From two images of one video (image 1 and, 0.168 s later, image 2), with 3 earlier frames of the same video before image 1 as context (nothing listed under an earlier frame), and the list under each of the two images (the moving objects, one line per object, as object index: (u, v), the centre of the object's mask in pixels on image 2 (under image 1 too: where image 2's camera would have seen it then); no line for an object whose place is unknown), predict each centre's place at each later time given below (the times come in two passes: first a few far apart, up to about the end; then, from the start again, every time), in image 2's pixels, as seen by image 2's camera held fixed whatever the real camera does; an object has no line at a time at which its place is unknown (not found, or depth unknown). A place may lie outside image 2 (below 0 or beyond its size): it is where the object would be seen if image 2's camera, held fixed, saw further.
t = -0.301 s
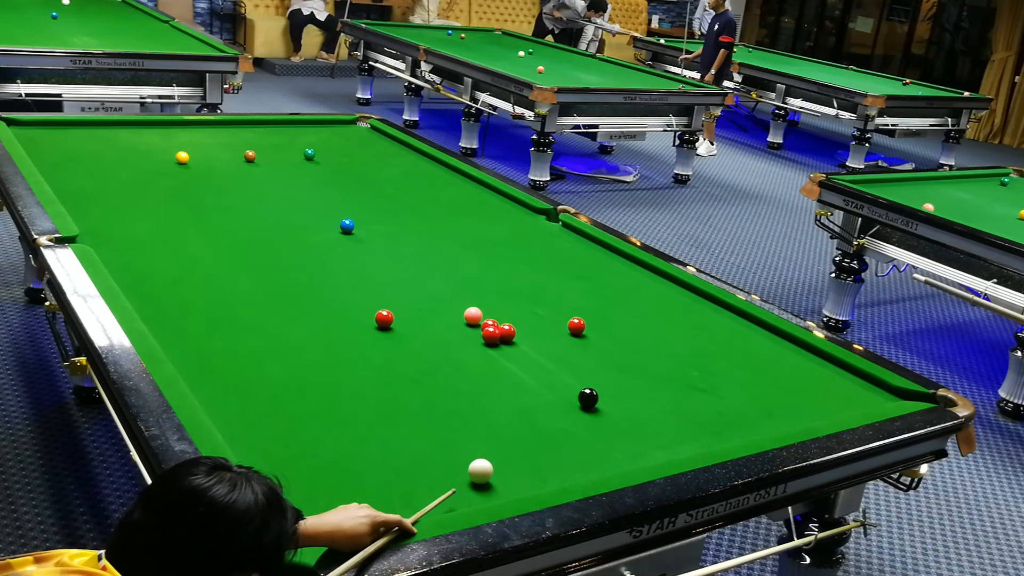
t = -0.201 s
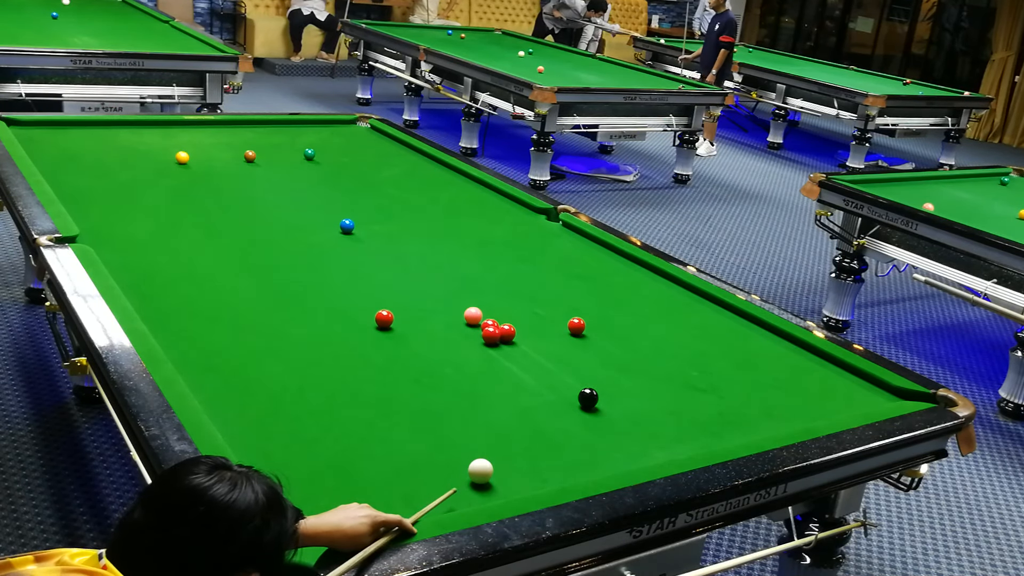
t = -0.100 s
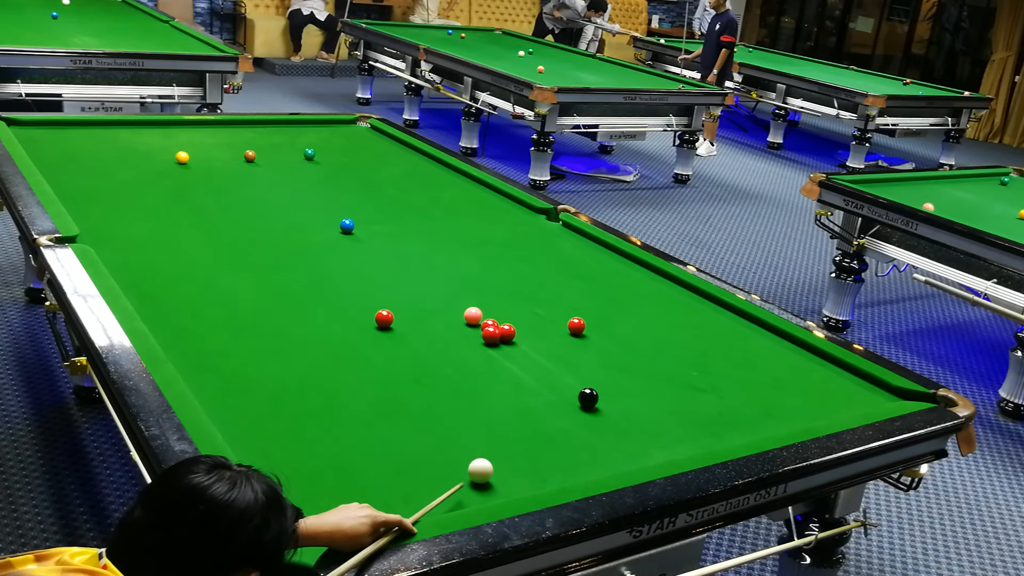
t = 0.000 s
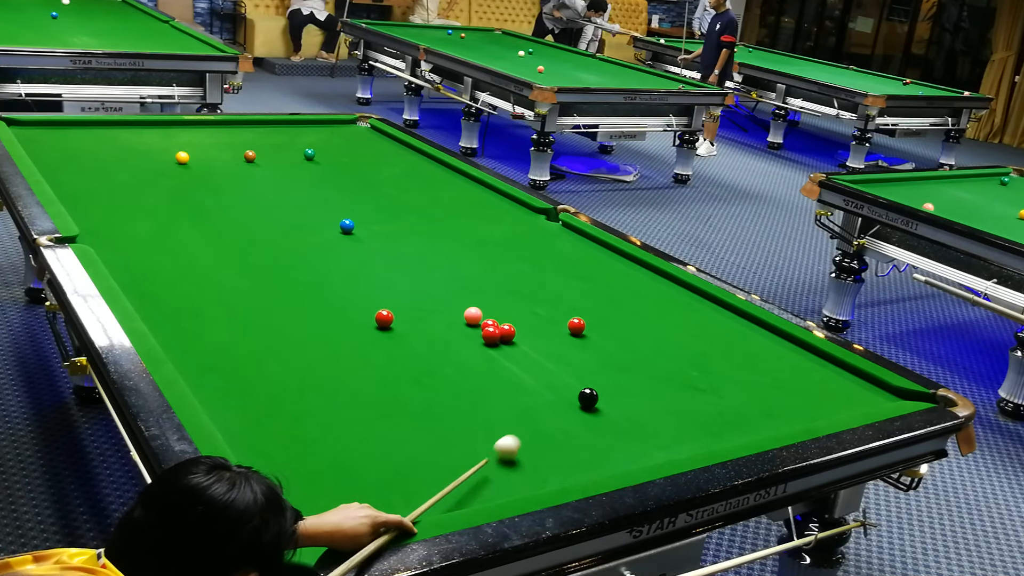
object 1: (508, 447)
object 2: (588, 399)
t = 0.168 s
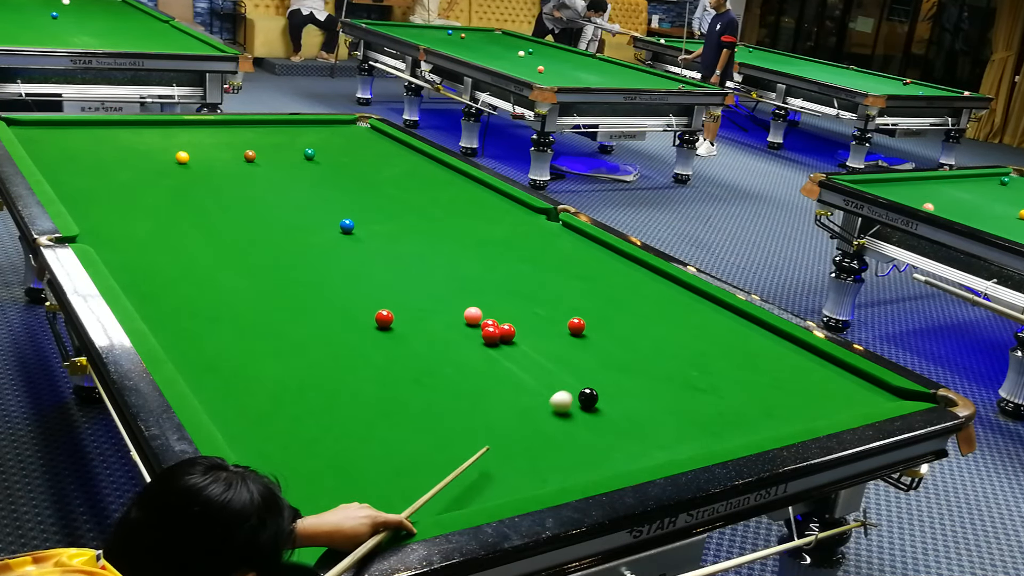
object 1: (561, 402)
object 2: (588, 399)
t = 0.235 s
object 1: (564, 389)
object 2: (599, 399)
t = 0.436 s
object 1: (559, 352)
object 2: (640, 399)
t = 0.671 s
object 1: (555, 317)
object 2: (683, 399)
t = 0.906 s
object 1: (552, 289)
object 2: (723, 399)
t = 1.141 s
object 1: (551, 265)
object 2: (759, 399)
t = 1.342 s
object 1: (549, 247)
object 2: (787, 398)
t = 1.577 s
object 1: (548, 229)
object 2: (818, 398)
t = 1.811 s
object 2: (845, 398)
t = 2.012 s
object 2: (867, 398)
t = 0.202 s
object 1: (567, 395)
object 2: (590, 399)
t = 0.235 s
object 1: (564, 389)
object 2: (599, 399)
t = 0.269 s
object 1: (563, 382)
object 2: (607, 399)
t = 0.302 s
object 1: (562, 376)
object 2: (614, 399)
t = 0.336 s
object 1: (561, 369)
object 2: (621, 399)
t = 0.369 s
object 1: (560, 364)
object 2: (627, 399)
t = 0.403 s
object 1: (560, 358)
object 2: (634, 399)
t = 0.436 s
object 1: (559, 352)
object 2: (640, 399)
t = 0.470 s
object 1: (558, 347)
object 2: (646, 399)
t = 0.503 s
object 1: (558, 342)
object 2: (652, 399)
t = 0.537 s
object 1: (557, 337)
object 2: (659, 399)
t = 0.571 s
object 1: (556, 332)
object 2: (665, 399)
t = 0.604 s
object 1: (556, 327)
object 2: (671, 399)
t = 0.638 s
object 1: (556, 322)
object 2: (677, 399)
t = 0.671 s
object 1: (555, 317)
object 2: (683, 399)
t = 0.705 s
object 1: (555, 313)
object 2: (689, 399)
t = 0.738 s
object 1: (555, 309)
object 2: (695, 399)
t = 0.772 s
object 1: (554, 305)
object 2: (700, 399)
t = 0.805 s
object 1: (554, 301)
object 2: (706, 399)
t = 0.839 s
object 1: (553, 297)
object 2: (711, 399)
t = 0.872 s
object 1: (553, 293)
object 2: (717, 399)
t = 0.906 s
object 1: (552, 289)
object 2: (723, 399)
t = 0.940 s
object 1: (552, 285)
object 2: (728, 399)
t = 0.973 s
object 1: (552, 282)
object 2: (733, 399)
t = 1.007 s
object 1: (551, 278)
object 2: (739, 399)
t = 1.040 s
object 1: (551, 275)
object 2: (744, 399)
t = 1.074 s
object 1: (551, 271)
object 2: (749, 399)
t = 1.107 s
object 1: (551, 268)
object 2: (754, 399)
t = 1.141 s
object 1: (551, 265)
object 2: (759, 399)
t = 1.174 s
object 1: (550, 262)
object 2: (764, 399)
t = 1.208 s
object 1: (550, 258)
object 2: (768, 399)
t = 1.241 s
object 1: (550, 256)
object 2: (773, 399)
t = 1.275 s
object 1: (550, 253)
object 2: (778, 399)
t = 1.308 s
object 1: (549, 250)
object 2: (782, 399)
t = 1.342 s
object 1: (549, 247)
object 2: (787, 398)
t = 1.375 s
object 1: (549, 244)
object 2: (792, 398)
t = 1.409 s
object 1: (549, 241)
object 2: (796, 399)
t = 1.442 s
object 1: (548, 239)
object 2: (800, 398)
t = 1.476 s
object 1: (548, 236)
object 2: (805, 398)
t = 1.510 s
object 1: (548, 234)
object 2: (809, 398)
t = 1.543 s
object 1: (548, 232)
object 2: (813, 398)
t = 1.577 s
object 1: (548, 229)
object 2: (818, 398)
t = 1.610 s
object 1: (547, 227)
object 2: (822, 398)
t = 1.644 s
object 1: (547, 224)
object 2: (826, 398)
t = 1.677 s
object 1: (547, 222)
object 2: (830, 398)
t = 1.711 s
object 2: (834, 398)
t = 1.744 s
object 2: (838, 398)
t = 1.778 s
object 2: (842, 398)
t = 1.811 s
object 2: (845, 398)
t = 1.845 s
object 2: (849, 398)
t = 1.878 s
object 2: (853, 398)
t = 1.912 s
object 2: (856, 398)
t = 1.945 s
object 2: (860, 398)
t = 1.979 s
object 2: (863, 398)
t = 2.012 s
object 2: (867, 398)
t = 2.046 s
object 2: (870, 398)
